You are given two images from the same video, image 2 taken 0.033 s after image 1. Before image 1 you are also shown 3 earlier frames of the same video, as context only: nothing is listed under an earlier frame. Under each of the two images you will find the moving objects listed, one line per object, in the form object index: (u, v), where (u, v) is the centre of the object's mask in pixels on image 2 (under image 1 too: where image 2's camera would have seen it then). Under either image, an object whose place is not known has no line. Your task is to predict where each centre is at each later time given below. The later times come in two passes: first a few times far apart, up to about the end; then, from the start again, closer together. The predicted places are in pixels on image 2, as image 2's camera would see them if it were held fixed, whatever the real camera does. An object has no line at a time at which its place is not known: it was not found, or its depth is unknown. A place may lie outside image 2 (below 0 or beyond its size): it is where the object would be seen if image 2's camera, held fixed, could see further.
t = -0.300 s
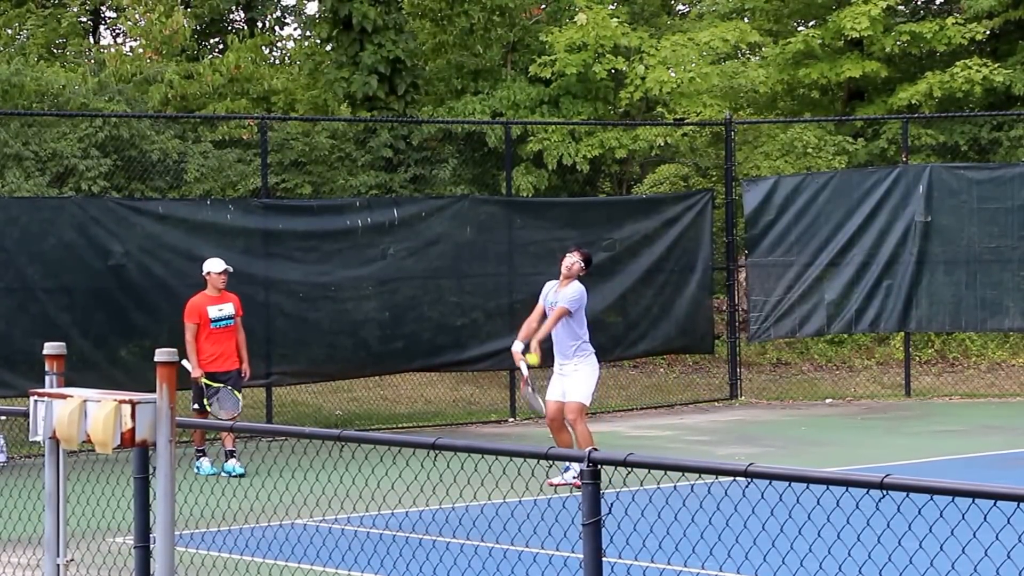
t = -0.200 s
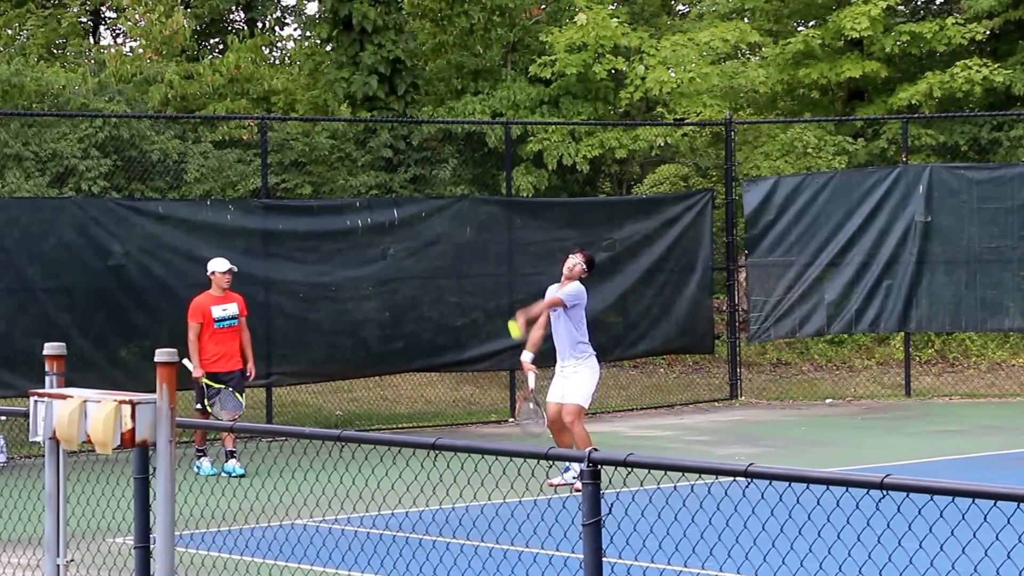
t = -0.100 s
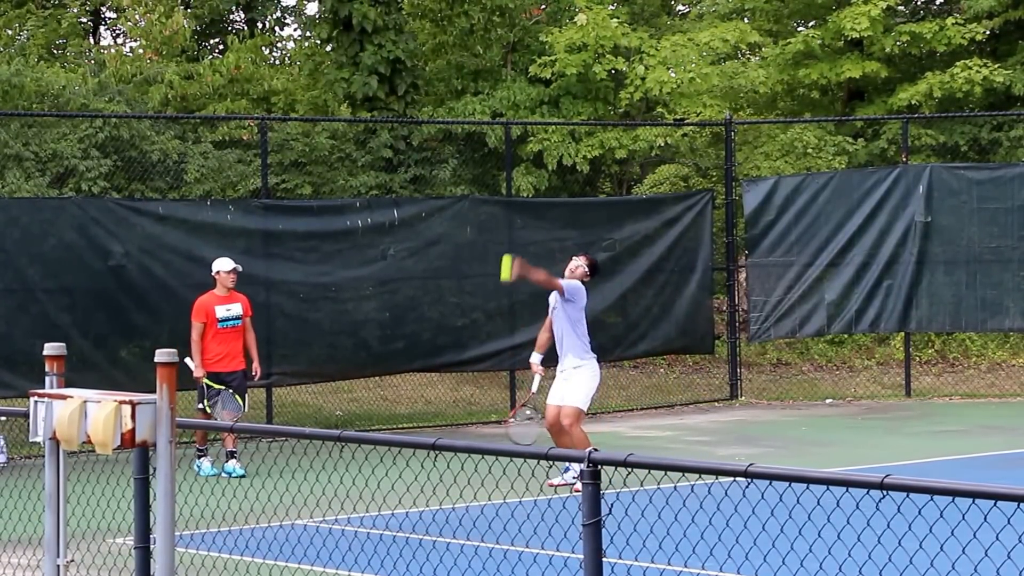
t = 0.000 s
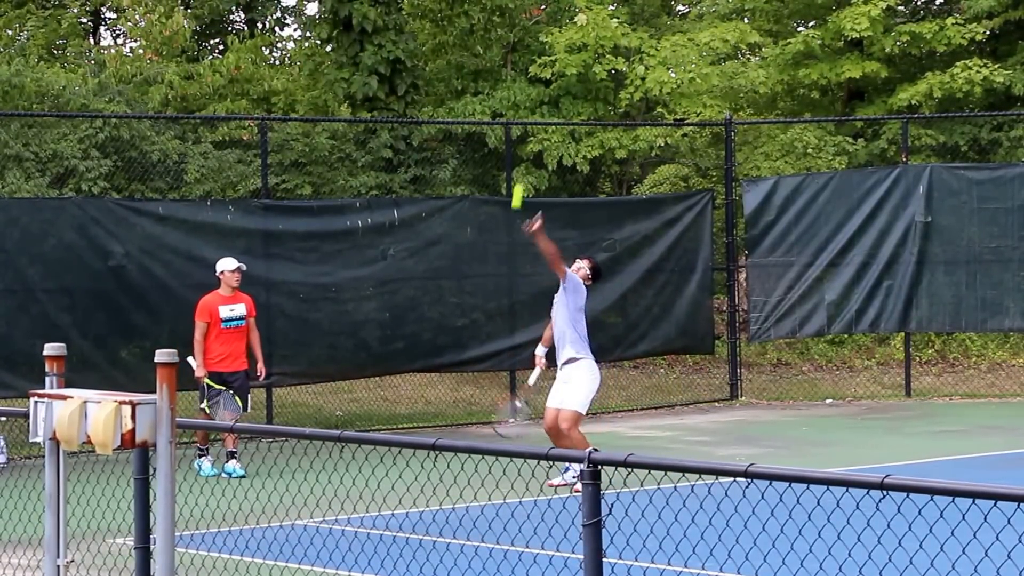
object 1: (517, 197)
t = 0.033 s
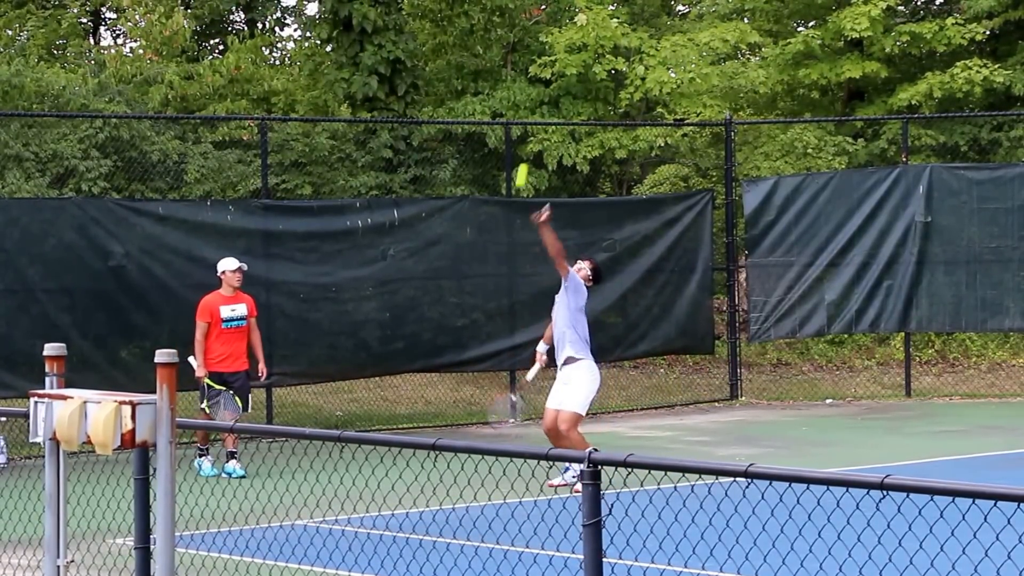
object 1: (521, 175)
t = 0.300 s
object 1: (556, 62)
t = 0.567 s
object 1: (594, 42)
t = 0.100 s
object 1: (530, 138)
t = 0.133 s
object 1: (534, 121)
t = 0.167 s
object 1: (539, 107)
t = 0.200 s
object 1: (543, 93)
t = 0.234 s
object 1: (547, 80)
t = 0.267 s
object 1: (552, 70)
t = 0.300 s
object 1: (556, 62)
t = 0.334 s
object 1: (561, 53)
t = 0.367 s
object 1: (565, 47)
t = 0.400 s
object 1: (570, 43)
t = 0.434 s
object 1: (575, 40)
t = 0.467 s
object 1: (579, 38)
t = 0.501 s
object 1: (584, 38)
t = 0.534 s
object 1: (589, 39)
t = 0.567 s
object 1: (594, 42)
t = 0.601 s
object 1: (599, 47)
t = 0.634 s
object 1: (603, 52)
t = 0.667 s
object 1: (608, 59)
